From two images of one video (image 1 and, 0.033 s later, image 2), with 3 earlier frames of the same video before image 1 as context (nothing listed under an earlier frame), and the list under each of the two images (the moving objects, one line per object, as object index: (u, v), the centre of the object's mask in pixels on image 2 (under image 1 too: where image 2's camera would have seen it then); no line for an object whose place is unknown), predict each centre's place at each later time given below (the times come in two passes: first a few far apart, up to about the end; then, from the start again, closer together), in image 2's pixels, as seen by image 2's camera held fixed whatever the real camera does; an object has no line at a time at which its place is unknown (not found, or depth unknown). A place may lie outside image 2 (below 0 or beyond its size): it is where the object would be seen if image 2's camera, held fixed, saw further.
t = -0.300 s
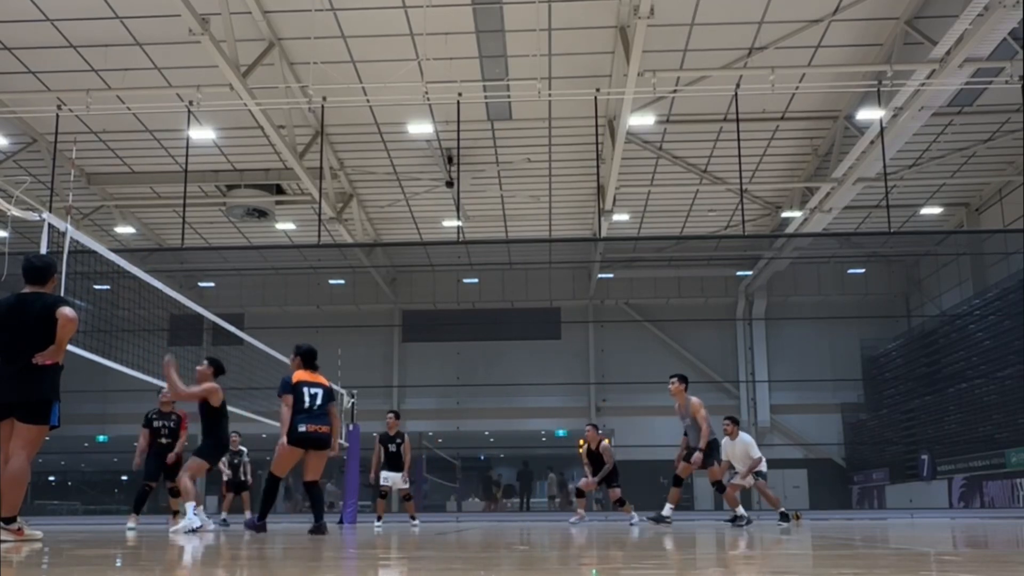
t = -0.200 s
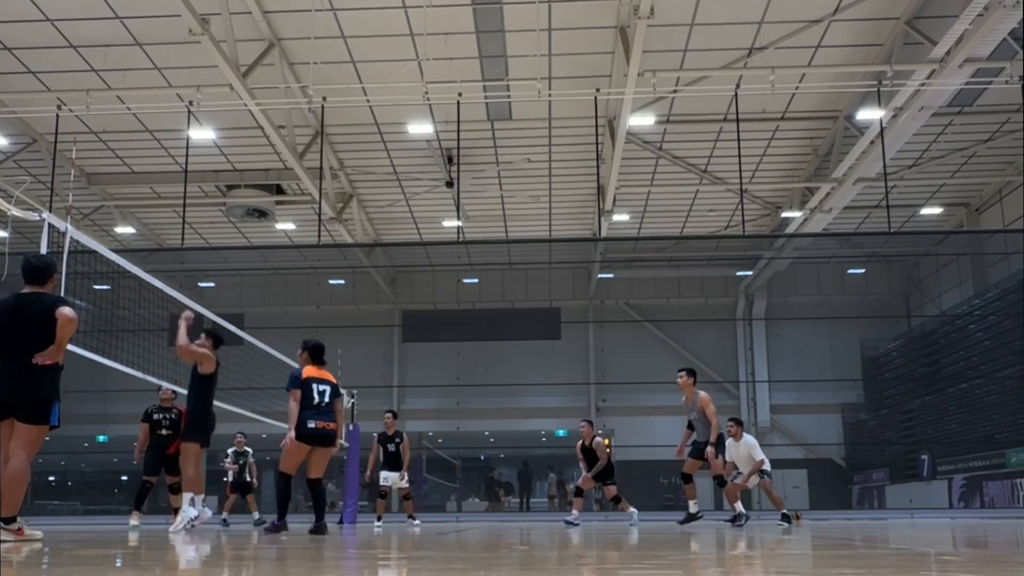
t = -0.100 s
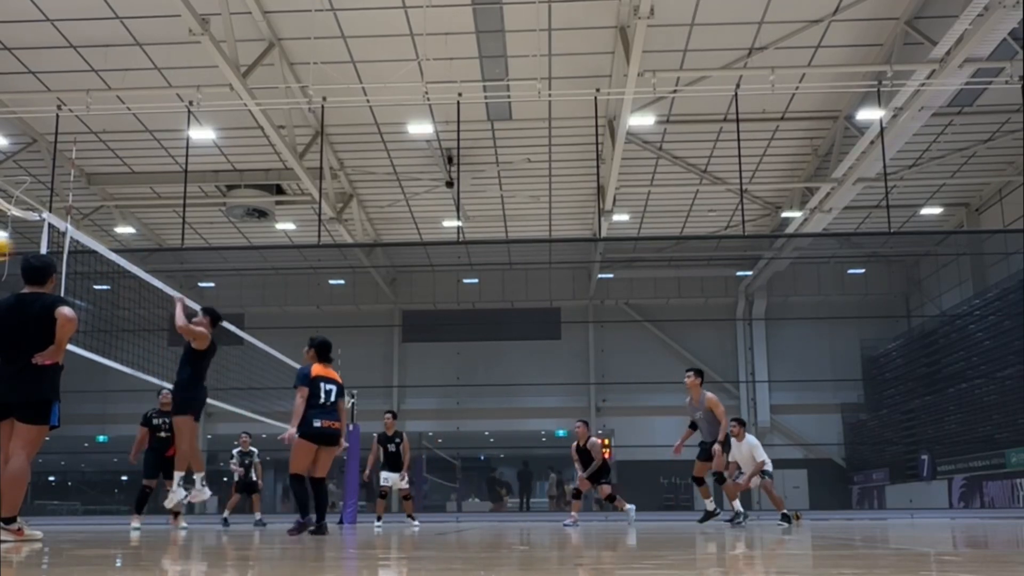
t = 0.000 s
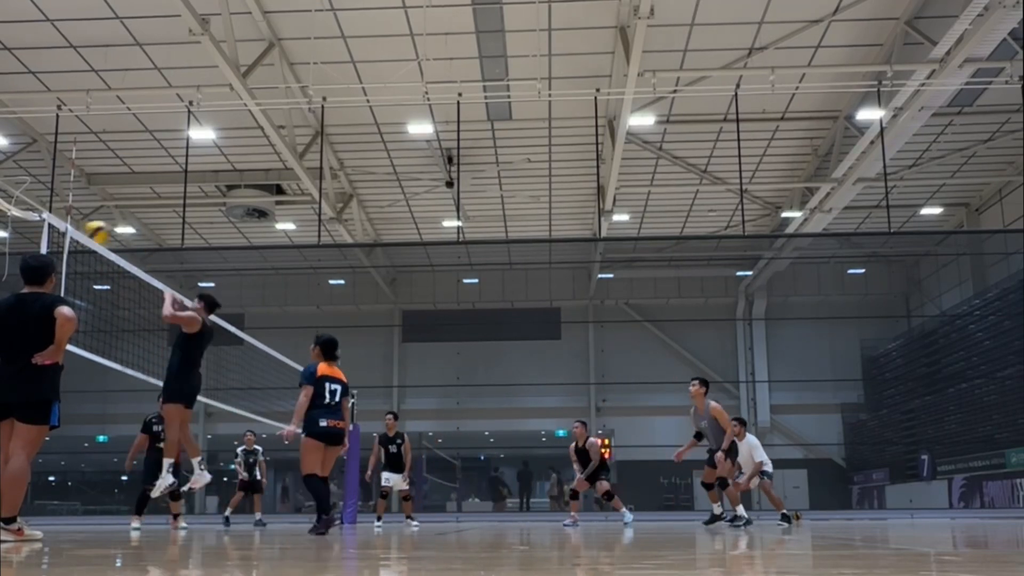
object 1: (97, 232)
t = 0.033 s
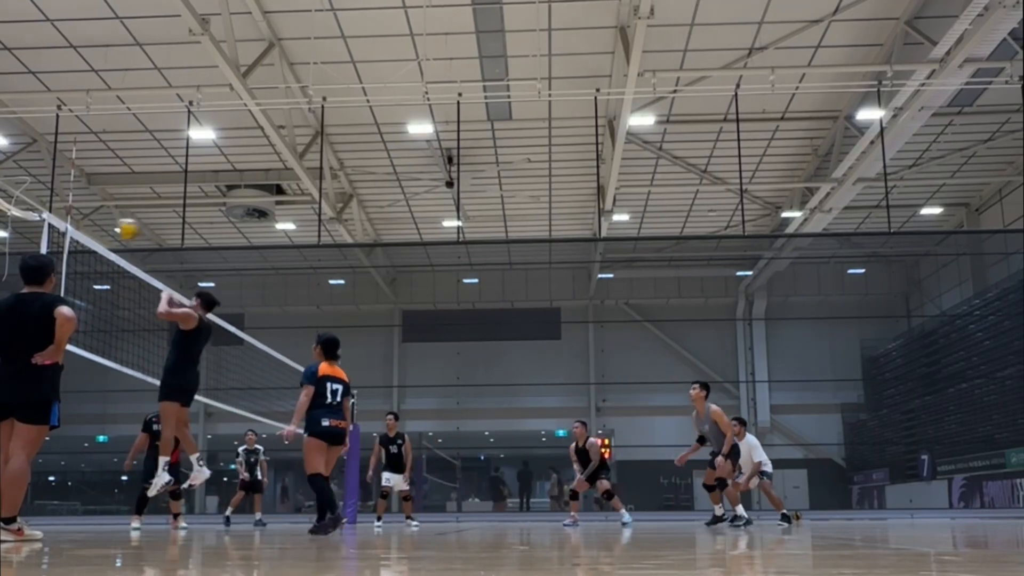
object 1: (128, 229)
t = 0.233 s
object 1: (268, 239)
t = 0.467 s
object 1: (384, 285)
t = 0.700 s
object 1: (468, 358)
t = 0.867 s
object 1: (516, 422)
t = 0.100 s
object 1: (179, 228)
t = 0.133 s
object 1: (203, 230)
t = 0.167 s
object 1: (225, 231)
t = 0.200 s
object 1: (247, 235)
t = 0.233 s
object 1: (268, 239)
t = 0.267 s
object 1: (286, 244)
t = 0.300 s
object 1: (305, 249)
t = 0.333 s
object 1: (322, 255)
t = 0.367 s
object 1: (339, 261)
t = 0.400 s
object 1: (354, 269)
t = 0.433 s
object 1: (369, 277)
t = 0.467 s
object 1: (384, 285)
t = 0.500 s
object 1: (398, 294)
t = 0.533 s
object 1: (410, 304)
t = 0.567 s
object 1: (423, 314)
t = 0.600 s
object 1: (435, 325)
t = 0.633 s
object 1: (447, 336)
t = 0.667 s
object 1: (457, 346)
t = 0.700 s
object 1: (468, 358)
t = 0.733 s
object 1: (479, 371)
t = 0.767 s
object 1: (488, 383)
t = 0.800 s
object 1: (498, 396)
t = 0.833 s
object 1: (507, 409)
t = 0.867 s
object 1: (516, 422)
